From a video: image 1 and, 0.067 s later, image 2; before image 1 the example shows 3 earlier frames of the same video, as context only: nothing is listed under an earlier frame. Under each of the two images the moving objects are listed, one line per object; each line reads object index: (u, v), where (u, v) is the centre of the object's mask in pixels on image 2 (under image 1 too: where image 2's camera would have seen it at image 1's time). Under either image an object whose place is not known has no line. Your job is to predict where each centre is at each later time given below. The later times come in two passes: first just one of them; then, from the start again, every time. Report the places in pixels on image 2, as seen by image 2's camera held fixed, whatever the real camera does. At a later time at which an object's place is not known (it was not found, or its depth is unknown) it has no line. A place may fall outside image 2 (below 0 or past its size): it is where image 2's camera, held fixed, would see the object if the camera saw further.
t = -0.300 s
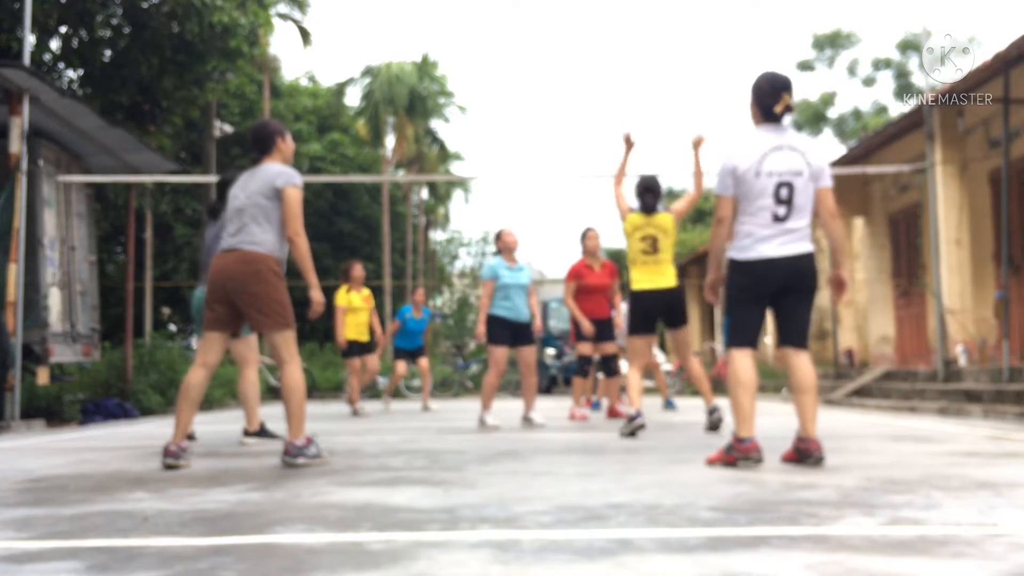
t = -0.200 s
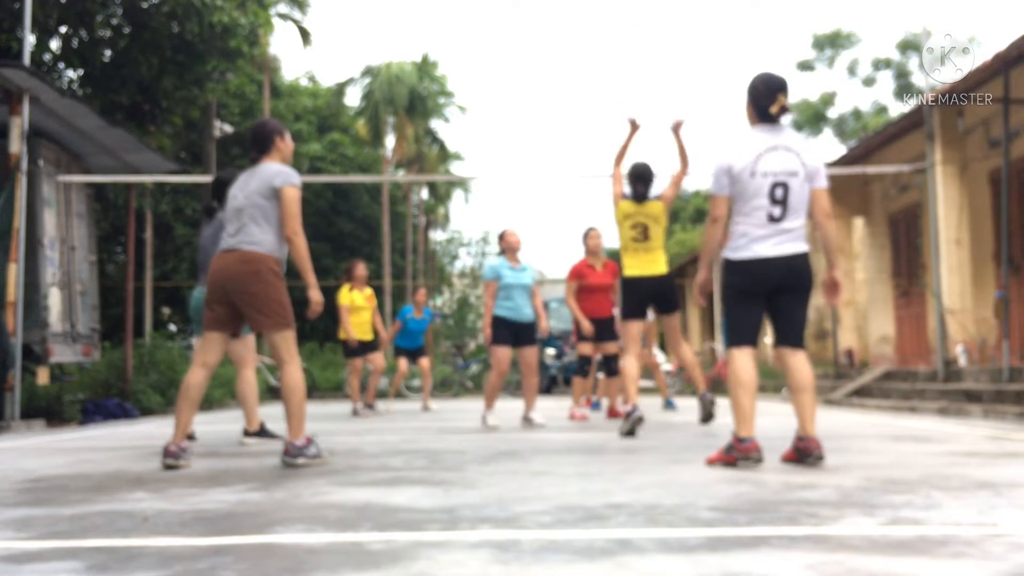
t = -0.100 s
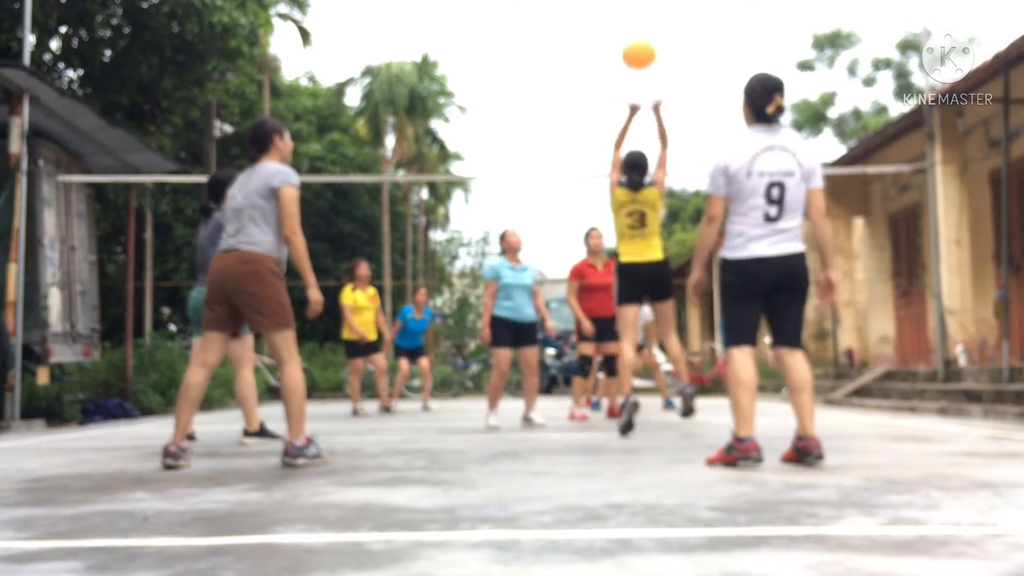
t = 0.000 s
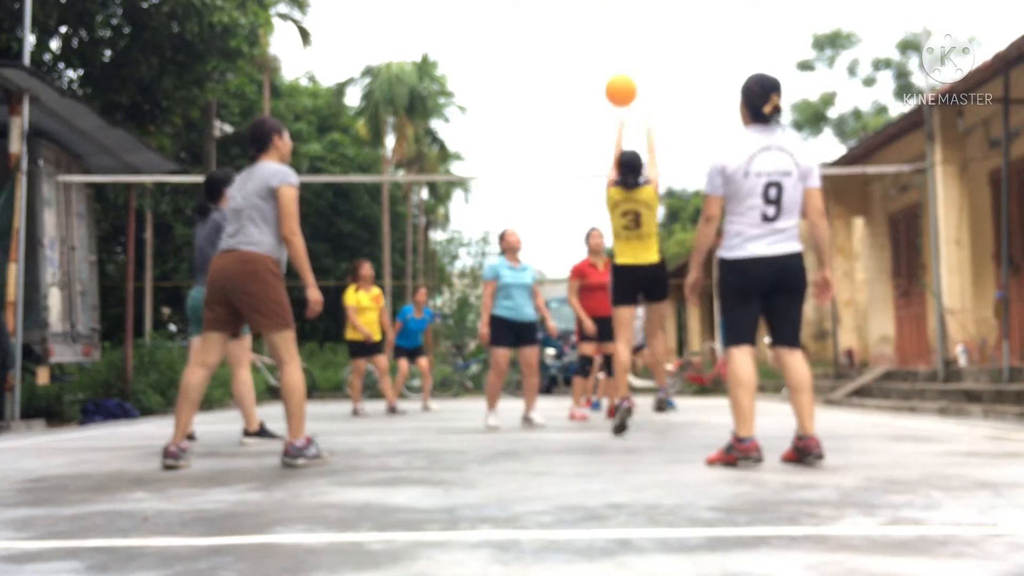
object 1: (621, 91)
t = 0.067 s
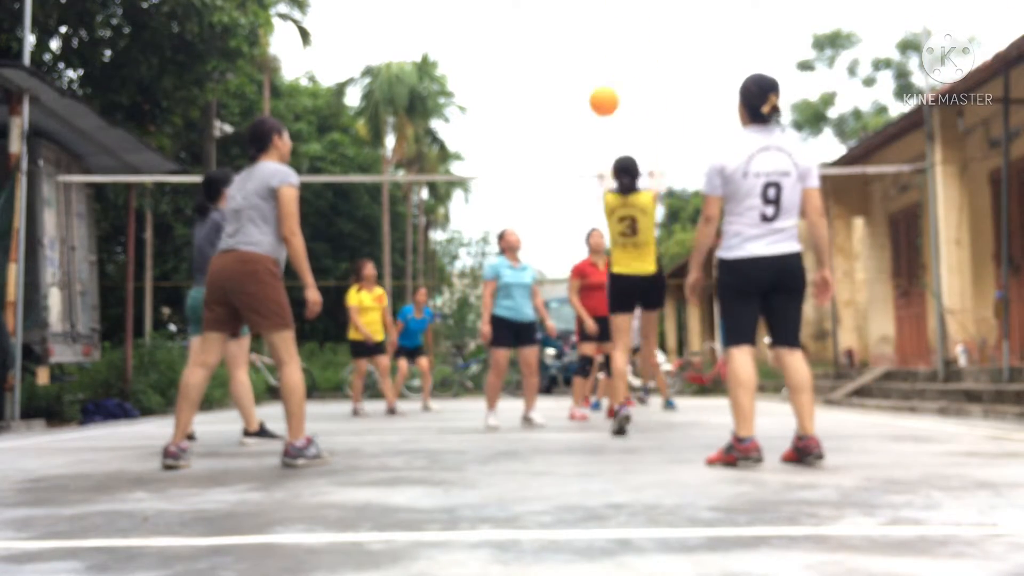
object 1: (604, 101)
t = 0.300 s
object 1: (561, 166)
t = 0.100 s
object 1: (597, 108)
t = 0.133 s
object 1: (590, 116)
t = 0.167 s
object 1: (583, 125)
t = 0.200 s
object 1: (577, 134)
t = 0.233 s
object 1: (571, 144)
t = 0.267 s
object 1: (566, 155)
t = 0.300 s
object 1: (561, 166)
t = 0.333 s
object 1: (556, 178)
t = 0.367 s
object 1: (552, 189)
